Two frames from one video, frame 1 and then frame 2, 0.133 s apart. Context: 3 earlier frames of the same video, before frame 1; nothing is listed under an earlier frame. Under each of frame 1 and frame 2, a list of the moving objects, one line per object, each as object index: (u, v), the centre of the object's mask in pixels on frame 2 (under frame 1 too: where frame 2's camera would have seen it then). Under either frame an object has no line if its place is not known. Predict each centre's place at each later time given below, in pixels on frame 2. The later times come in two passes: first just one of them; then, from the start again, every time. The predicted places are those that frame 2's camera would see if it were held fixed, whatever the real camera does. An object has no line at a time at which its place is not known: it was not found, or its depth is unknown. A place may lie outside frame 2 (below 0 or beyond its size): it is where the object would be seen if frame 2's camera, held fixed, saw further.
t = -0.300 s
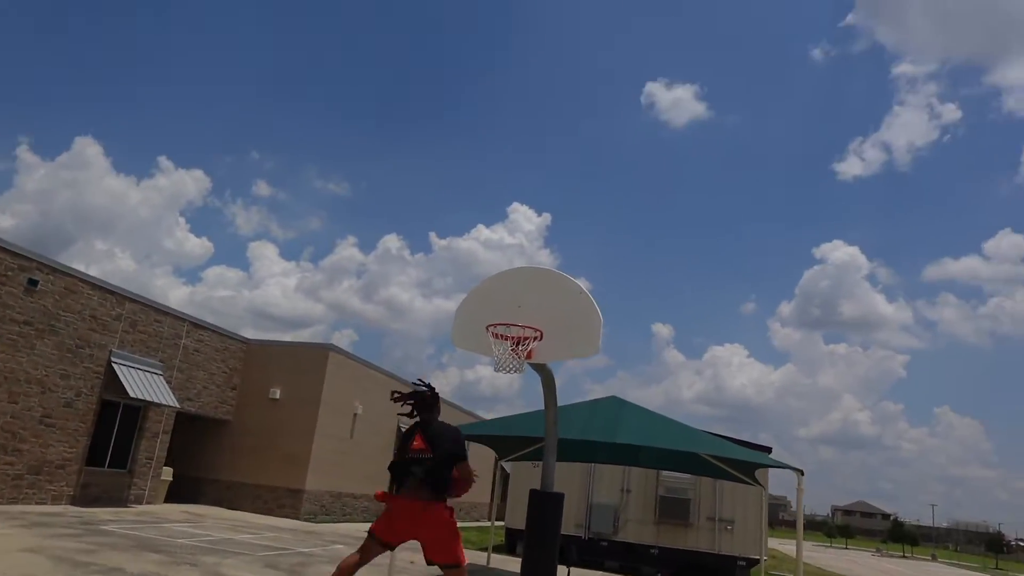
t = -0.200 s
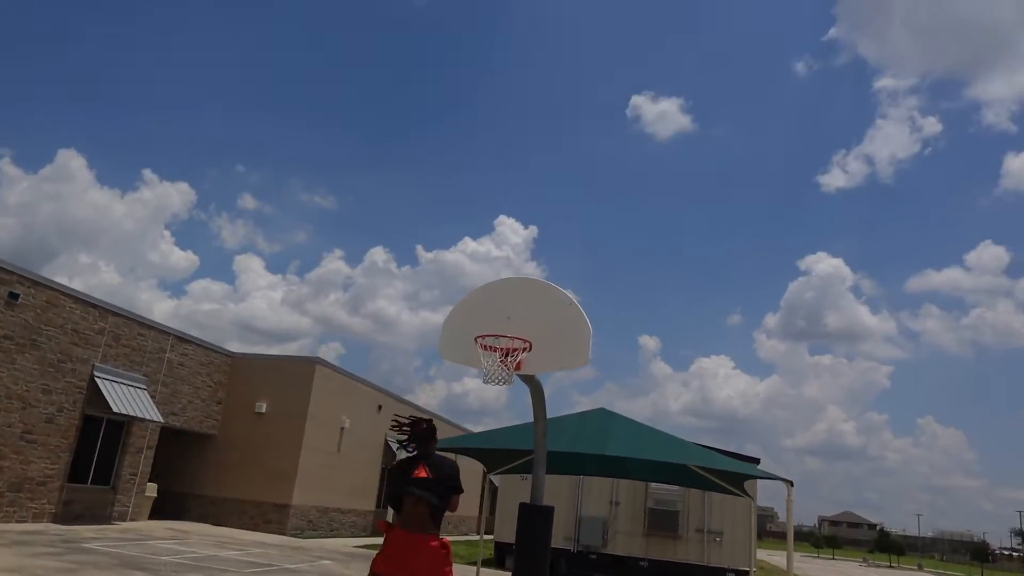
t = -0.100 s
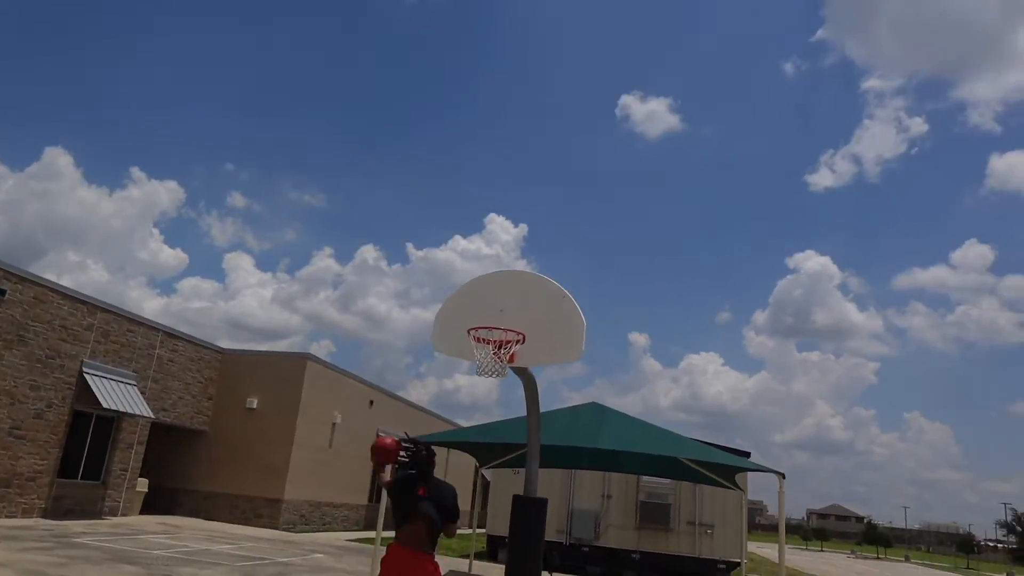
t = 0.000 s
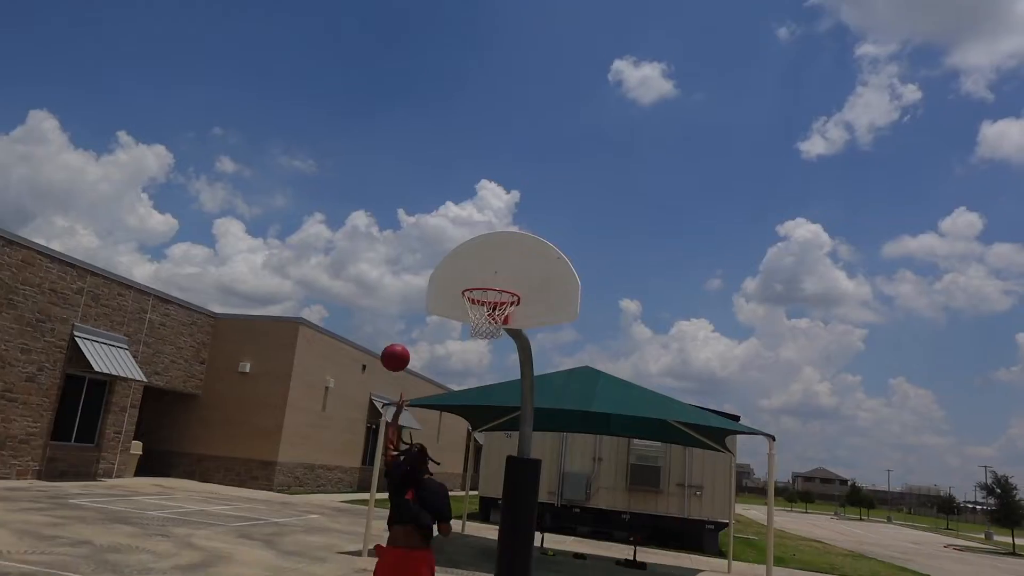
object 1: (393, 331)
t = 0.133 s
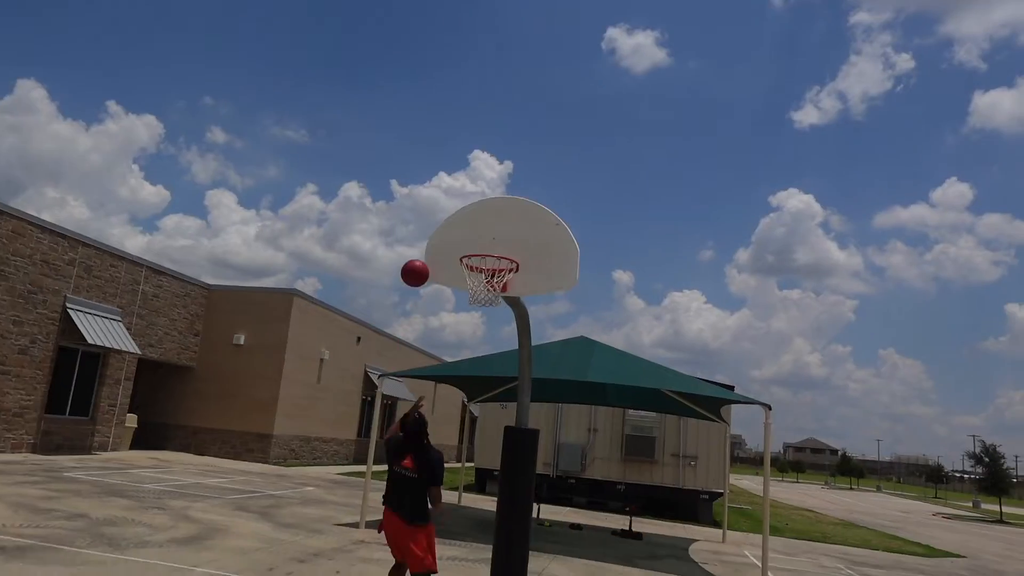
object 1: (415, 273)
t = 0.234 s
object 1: (432, 247)
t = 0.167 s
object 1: (421, 263)
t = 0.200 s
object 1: (426, 255)
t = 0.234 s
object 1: (432, 247)
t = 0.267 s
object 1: (437, 242)
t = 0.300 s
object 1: (441, 236)
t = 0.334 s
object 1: (445, 231)
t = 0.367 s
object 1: (450, 230)
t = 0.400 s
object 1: (454, 229)
